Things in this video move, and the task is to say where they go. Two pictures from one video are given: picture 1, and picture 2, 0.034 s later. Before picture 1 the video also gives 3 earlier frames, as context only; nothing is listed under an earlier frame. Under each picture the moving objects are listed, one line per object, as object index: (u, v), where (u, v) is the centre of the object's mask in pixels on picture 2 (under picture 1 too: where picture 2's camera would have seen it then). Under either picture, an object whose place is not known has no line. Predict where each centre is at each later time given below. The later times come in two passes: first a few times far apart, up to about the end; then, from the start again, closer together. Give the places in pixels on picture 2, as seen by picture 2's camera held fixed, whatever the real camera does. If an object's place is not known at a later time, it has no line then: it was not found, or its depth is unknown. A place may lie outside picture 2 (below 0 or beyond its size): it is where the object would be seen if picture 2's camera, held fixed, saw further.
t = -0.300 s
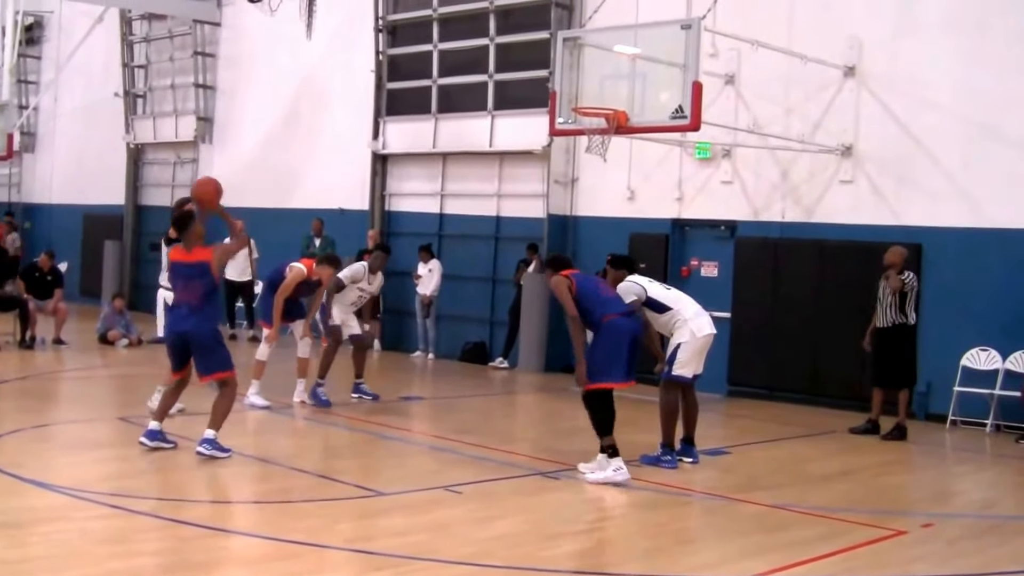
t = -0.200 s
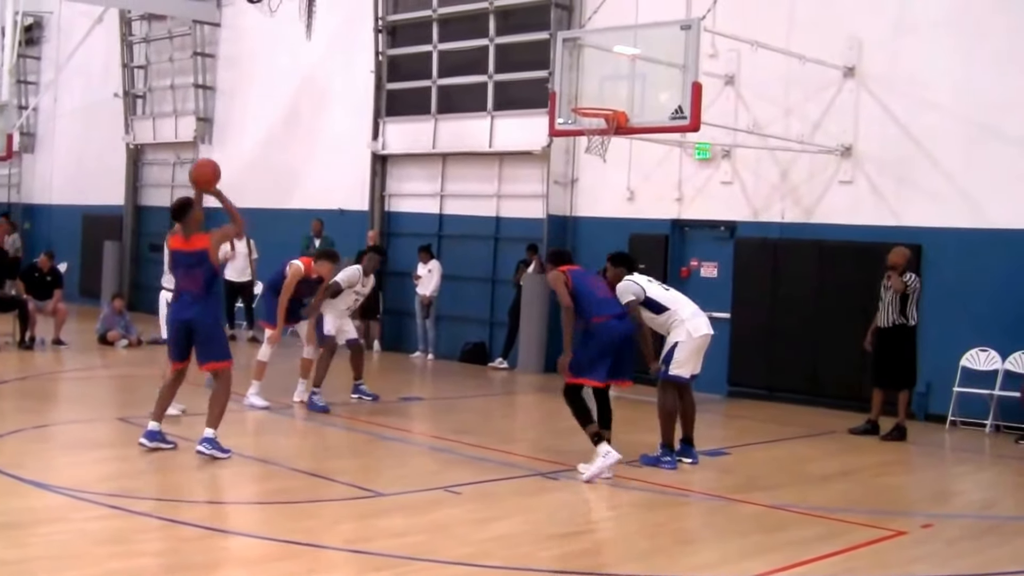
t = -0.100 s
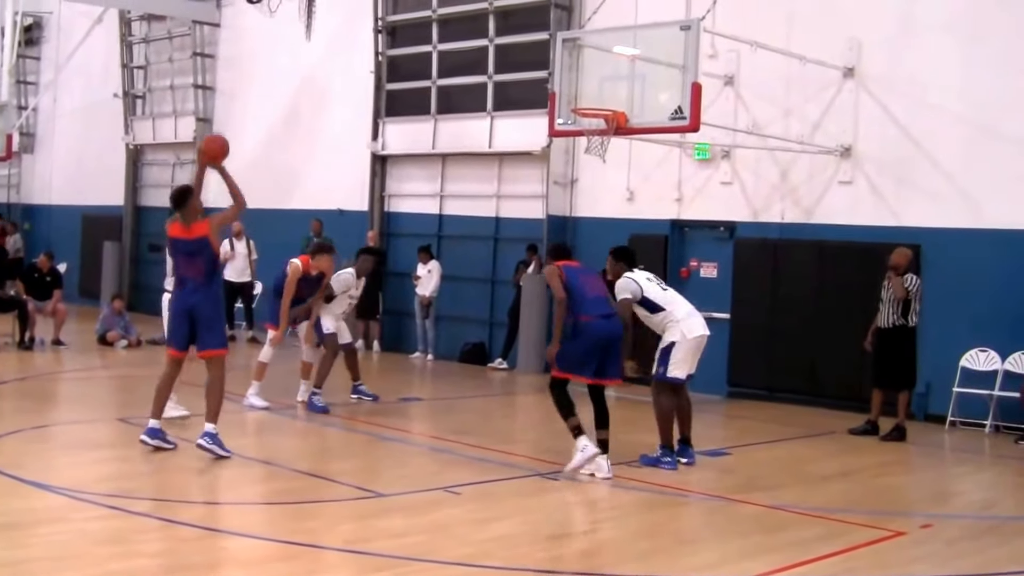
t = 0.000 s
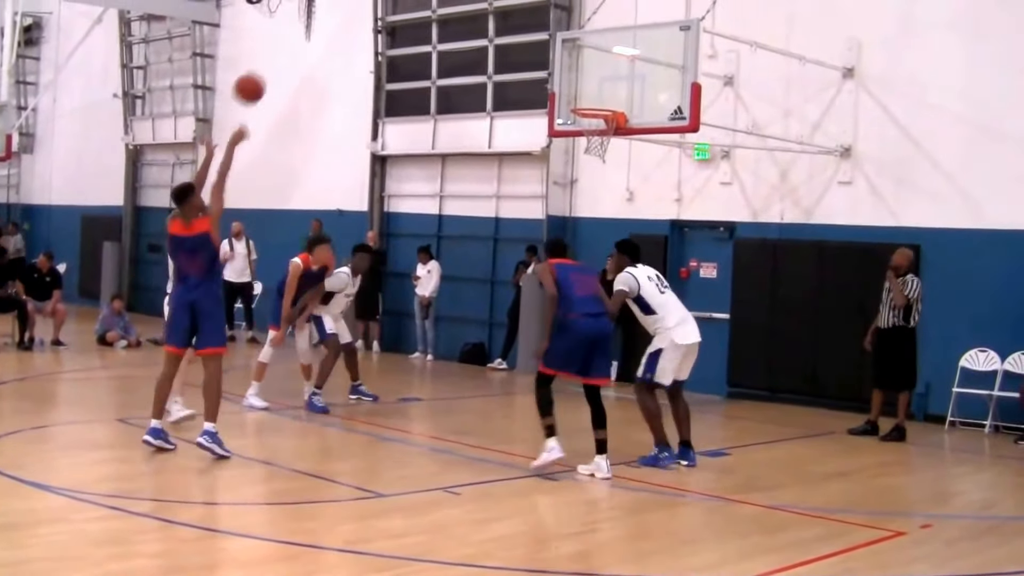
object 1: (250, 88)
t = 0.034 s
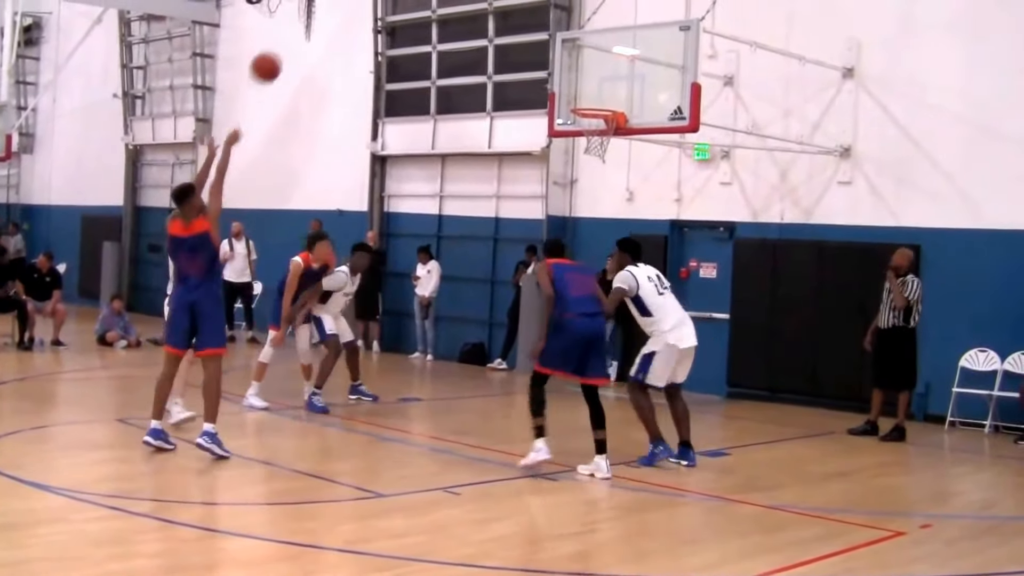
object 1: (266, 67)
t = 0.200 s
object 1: (343, 1)
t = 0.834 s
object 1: (563, 5)
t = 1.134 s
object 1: (633, 118)
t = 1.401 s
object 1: (643, 161)
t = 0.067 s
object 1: (282, 48)
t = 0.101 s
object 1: (298, 30)
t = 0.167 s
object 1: (328, 6)
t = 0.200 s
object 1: (343, 1)
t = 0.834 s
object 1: (563, 5)
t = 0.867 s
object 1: (572, 8)
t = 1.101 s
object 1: (630, 113)
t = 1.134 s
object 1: (633, 118)
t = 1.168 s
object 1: (638, 122)
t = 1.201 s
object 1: (639, 124)
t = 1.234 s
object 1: (640, 128)
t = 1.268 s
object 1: (641, 132)
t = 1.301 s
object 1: (641, 138)
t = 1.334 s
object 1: (642, 145)
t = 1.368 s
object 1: (643, 152)
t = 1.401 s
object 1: (643, 161)
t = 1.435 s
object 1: (644, 172)
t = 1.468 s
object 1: (644, 183)
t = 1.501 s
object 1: (644, 196)
